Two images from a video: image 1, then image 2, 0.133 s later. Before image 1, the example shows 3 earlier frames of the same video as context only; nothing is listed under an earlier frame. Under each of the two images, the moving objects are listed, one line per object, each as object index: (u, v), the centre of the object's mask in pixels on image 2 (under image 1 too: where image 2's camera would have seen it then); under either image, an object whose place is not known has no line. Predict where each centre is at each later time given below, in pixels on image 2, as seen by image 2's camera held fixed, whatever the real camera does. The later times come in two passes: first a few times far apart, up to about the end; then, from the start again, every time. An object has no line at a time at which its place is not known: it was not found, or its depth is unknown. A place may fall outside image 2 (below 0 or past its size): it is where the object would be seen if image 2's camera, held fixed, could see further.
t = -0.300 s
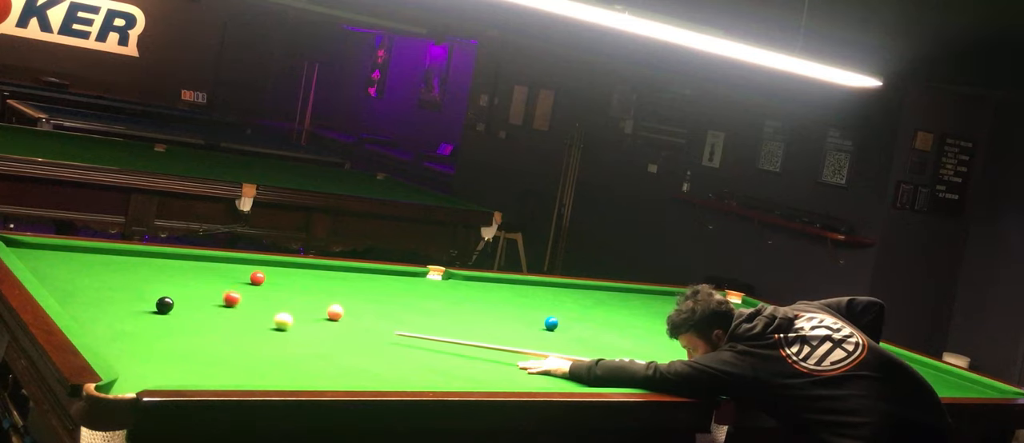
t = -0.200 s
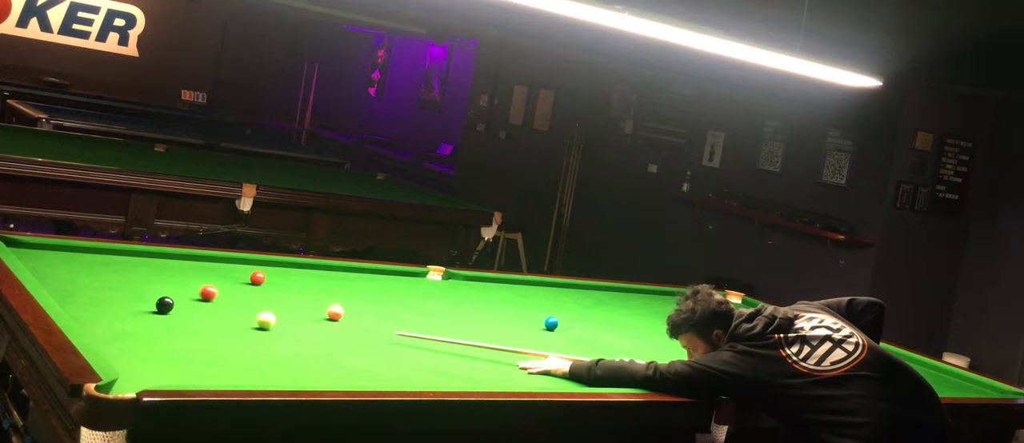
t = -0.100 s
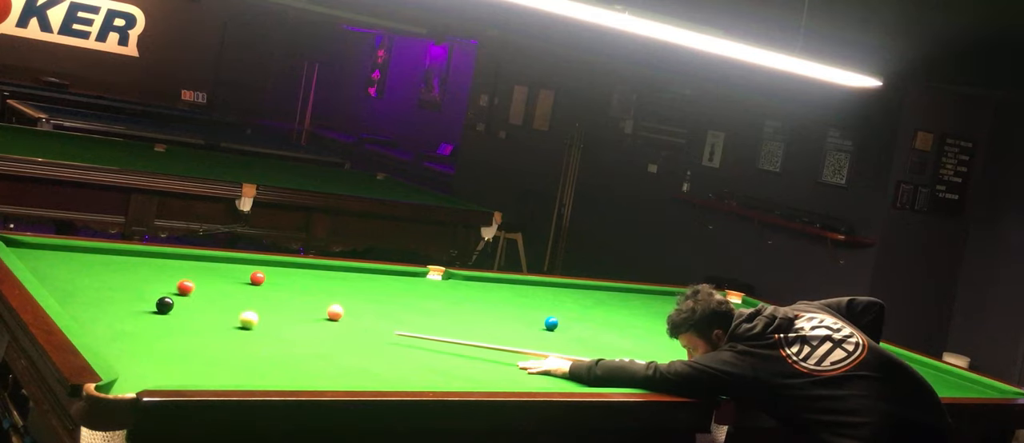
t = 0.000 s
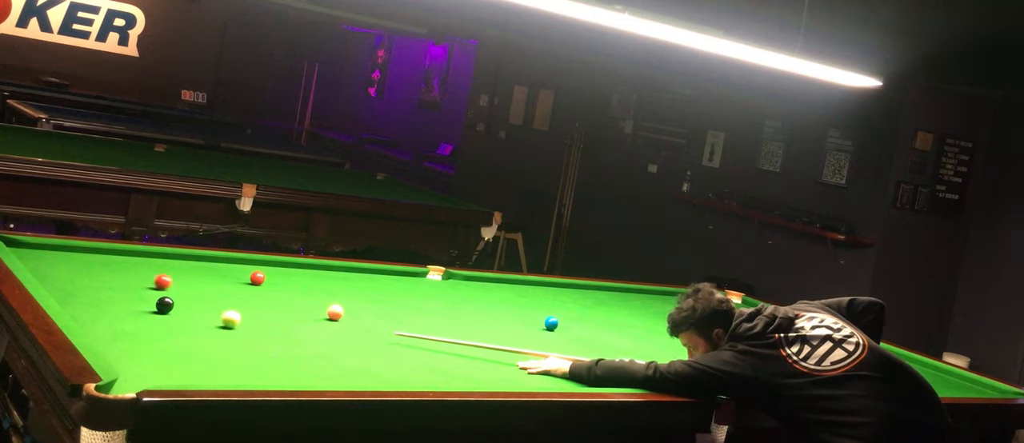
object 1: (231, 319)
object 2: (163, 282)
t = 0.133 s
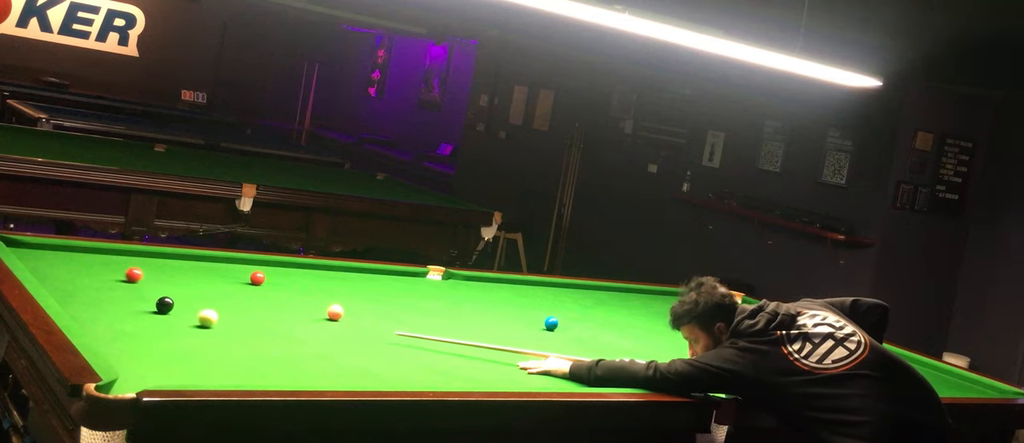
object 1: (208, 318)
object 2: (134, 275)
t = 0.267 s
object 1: (184, 317)
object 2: (106, 267)
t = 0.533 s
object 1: (139, 315)
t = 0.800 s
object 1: (94, 313)
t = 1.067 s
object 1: (84, 313)
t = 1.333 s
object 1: (109, 314)
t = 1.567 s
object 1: (130, 316)
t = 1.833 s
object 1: (150, 316)
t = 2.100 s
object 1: (168, 317)
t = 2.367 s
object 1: (183, 318)
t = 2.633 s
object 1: (195, 318)
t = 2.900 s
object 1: (206, 319)
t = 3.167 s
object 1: (213, 319)
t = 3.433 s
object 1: (219, 319)
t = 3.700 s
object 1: (223, 320)
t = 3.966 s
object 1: (224, 320)
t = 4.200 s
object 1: (224, 320)
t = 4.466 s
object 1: (224, 320)
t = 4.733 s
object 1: (224, 320)
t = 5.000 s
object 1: (224, 320)
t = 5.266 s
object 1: (224, 320)
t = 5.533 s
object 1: (224, 319)
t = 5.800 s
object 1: (224, 320)
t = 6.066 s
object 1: (224, 320)
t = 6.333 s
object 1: (224, 320)
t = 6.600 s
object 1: (224, 320)
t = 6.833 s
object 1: (224, 320)
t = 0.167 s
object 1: (202, 318)
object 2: (127, 273)
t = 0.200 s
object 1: (196, 317)
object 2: (120, 271)
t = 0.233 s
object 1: (190, 317)
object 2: (113, 269)
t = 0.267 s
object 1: (184, 317)
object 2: (106, 267)
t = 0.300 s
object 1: (179, 317)
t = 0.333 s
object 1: (173, 316)
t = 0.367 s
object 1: (167, 316)
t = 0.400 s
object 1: (162, 316)
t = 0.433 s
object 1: (156, 316)
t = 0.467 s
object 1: (150, 316)
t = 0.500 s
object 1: (144, 316)
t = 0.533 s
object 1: (139, 315)
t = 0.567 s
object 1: (133, 315)
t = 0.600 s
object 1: (127, 315)
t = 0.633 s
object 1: (122, 314)
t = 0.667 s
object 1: (116, 314)
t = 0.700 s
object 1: (110, 314)
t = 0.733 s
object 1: (105, 314)
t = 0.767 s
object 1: (99, 314)
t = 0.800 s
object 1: (94, 313)
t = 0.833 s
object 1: (88, 313)
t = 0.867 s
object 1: (82, 313)
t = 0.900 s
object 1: (78, 312)
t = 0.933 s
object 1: (74, 311)
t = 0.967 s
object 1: (74, 312)
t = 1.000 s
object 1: (77, 312)
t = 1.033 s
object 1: (81, 313)
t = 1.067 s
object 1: (84, 313)
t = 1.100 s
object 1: (87, 313)
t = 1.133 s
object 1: (91, 313)
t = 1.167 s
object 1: (94, 314)
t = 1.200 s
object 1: (97, 314)
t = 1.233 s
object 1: (100, 314)
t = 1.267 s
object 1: (103, 314)
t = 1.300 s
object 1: (107, 314)
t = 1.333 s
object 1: (109, 314)
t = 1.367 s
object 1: (112, 315)
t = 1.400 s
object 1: (115, 315)
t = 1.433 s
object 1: (119, 315)
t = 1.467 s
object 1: (121, 315)
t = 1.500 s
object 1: (124, 316)
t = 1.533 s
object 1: (127, 316)
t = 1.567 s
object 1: (130, 316)
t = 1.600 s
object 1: (132, 316)
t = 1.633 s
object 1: (135, 316)
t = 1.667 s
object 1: (137, 316)
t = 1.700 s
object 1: (140, 316)
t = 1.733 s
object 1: (142, 316)
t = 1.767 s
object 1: (145, 316)
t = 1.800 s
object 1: (148, 316)
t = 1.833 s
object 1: (150, 316)
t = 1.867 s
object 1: (152, 317)
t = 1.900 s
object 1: (154, 317)
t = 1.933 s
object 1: (157, 317)
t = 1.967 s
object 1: (159, 317)
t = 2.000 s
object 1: (161, 317)
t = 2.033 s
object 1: (164, 317)
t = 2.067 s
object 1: (166, 317)
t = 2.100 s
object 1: (168, 317)
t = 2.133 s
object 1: (170, 318)
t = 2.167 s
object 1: (172, 317)
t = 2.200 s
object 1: (174, 318)
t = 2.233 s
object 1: (175, 318)
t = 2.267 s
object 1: (177, 318)
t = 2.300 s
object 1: (179, 318)
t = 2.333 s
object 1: (181, 318)
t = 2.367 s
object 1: (183, 318)
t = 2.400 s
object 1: (184, 318)
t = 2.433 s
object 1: (186, 318)
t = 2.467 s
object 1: (187, 318)
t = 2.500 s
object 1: (189, 318)
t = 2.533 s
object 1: (191, 318)
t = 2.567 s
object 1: (192, 318)
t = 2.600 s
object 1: (194, 318)
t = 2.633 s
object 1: (195, 318)
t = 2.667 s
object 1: (196, 319)
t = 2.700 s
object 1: (198, 319)
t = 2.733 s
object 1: (199, 319)
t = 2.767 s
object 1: (200, 319)
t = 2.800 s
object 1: (202, 319)
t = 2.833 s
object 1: (203, 319)
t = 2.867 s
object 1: (205, 319)
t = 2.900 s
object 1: (206, 319)
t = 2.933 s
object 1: (207, 319)
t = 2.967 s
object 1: (208, 319)
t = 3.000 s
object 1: (209, 319)
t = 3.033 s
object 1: (210, 319)
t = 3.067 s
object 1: (211, 319)
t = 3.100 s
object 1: (212, 319)
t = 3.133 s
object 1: (213, 319)
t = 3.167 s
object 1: (213, 319)
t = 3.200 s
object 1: (214, 320)
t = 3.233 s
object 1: (215, 320)
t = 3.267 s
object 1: (216, 320)
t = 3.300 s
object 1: (216, 320)
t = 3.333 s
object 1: (217, 320)
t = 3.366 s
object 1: (218, 320)
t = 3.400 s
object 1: (219, 319)
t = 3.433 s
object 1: (219, 319)
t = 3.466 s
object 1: (220, 320)
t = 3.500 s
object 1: (220, 320)
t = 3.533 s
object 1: (221, 320)
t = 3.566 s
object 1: (221, 320)
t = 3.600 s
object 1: (222, 320)
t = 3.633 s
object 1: (222, 320)
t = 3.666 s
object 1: (222, 320)
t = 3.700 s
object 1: (223, 320)
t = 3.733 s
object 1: (223, 320)
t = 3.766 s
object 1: (223, 320)
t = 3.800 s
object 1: (224, 320)
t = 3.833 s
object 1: (224, 320)
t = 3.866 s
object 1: (224, 320)
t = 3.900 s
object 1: (224, 320)
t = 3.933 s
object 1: (224, 320)
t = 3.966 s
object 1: (224, 320)
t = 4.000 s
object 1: (224, 320)
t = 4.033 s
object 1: (224, 320)
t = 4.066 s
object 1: (224, 320)
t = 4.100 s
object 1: (224, 320)
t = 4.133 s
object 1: (224, 320)
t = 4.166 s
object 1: (224, 320)
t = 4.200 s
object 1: (224, 320)
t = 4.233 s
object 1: (224, 320)
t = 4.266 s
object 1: (224, 320)
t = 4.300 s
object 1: (224, 320)
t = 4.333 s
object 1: (224, 320)
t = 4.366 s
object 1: (224, 320)
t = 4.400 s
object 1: (224, 320)
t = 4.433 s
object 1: (224, 320)
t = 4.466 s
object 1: (224, 320)
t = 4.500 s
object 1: (224, 320)
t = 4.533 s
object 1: (224, 320)
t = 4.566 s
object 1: (224, 320)
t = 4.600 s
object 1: (224, 320)
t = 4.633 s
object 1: (224, 320)
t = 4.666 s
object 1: (224, 320)
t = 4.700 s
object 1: (224, 320)
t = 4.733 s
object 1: (224, 320)
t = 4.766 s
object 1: (224, 320)
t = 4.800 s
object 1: (224, 320)
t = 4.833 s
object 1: (224, 320)
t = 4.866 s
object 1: (224, 320)
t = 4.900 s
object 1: (224, 320)
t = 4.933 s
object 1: (224, 320)
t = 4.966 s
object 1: (224, 320)
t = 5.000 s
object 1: (224, 320)
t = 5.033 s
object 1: (224, 320)
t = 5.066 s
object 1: (224, 320)
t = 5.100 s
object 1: (224, 320)
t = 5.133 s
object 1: (224, 320)
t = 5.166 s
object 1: (224, 320)
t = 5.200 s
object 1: (224, 320)
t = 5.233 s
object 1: (224, 320)
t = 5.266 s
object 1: (224, 320)
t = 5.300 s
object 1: (224, 320)
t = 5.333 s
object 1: (224, 320)
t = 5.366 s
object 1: (224, 320)
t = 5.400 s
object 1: (224, 320)
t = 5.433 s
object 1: (224, 320)
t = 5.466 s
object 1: (224, 320)
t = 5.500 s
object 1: (224, 320)
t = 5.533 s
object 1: (224, 319)
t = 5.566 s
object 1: (224, 319)
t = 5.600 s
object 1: (224, 320)
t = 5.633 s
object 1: (224, 320)
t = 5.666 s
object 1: (224, 320)
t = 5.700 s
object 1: (224, 320)
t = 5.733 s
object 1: (224, 319)
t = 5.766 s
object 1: (224, 320)
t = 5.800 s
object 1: (224, 320)
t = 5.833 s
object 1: (224, 320)
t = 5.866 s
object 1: (224, 320)
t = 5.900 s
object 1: (224, 320)
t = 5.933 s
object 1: (224, 320)
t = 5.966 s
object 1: (225, 320)
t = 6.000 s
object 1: (224, 320)
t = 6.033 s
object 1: (224, 320)
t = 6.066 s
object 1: (224, 320)
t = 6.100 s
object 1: (224, 319)
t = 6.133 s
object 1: (224, 320)
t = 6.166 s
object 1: (224, 320)
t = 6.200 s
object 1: (224, 320)
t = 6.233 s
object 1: (224, 320)
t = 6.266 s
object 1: (224, 320)
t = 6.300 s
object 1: (224, 320)
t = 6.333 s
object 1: (224, 320)
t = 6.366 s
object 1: (224, 320)
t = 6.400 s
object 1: (224, 320)
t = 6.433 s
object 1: (224, 320)
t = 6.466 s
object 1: (224, 320)
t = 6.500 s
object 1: (224, 320)
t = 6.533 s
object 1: (224, 320)
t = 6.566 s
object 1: (224, 320)
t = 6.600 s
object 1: (224, 320)
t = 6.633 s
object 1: (224, 320)
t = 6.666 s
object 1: (224, 320)
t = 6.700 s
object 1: (224, 320)
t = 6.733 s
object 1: (224, 320)
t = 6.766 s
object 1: (224, 320)
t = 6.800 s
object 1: (224, 320)
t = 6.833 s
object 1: (224, 320)
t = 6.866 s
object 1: (224, 320)
